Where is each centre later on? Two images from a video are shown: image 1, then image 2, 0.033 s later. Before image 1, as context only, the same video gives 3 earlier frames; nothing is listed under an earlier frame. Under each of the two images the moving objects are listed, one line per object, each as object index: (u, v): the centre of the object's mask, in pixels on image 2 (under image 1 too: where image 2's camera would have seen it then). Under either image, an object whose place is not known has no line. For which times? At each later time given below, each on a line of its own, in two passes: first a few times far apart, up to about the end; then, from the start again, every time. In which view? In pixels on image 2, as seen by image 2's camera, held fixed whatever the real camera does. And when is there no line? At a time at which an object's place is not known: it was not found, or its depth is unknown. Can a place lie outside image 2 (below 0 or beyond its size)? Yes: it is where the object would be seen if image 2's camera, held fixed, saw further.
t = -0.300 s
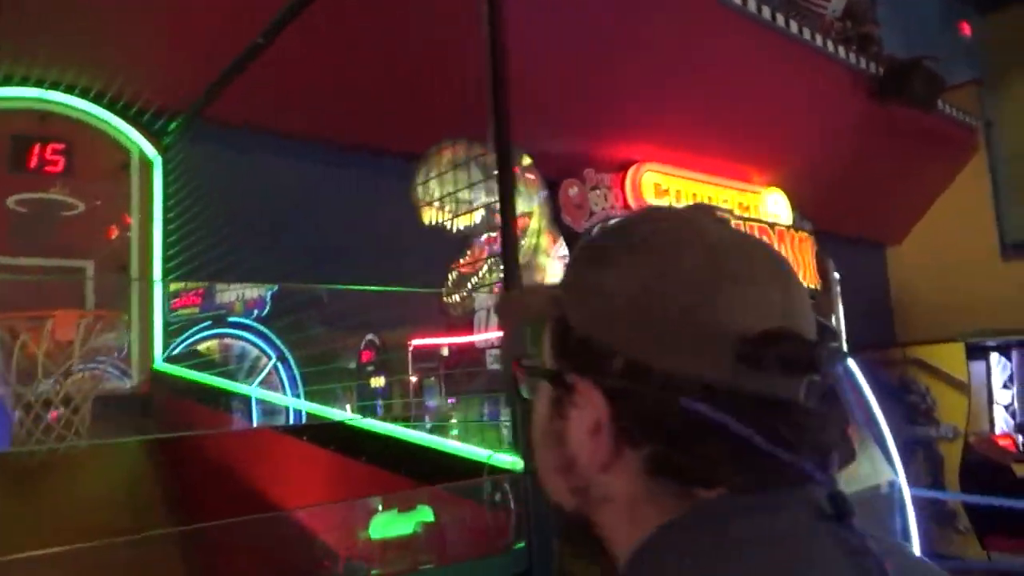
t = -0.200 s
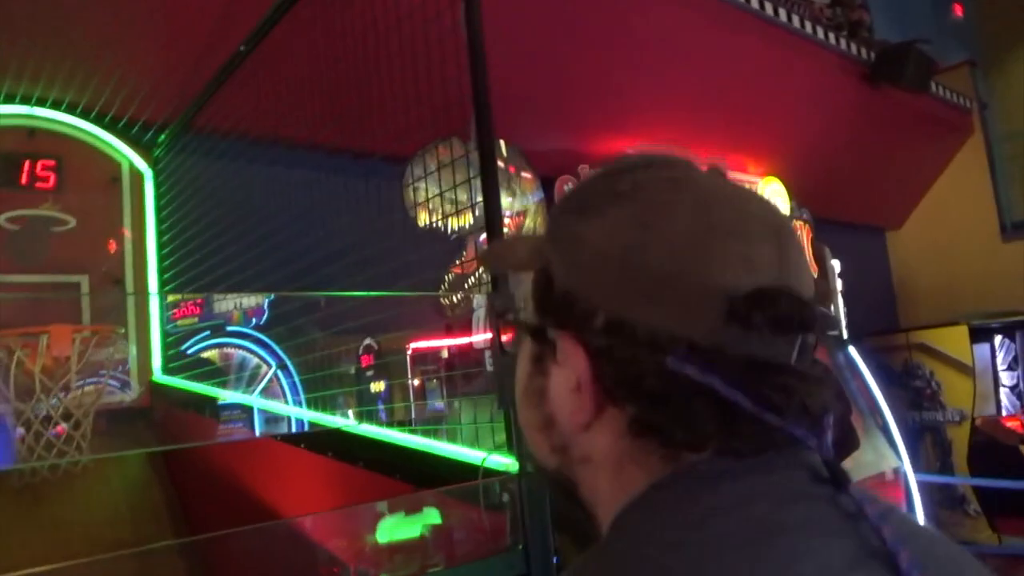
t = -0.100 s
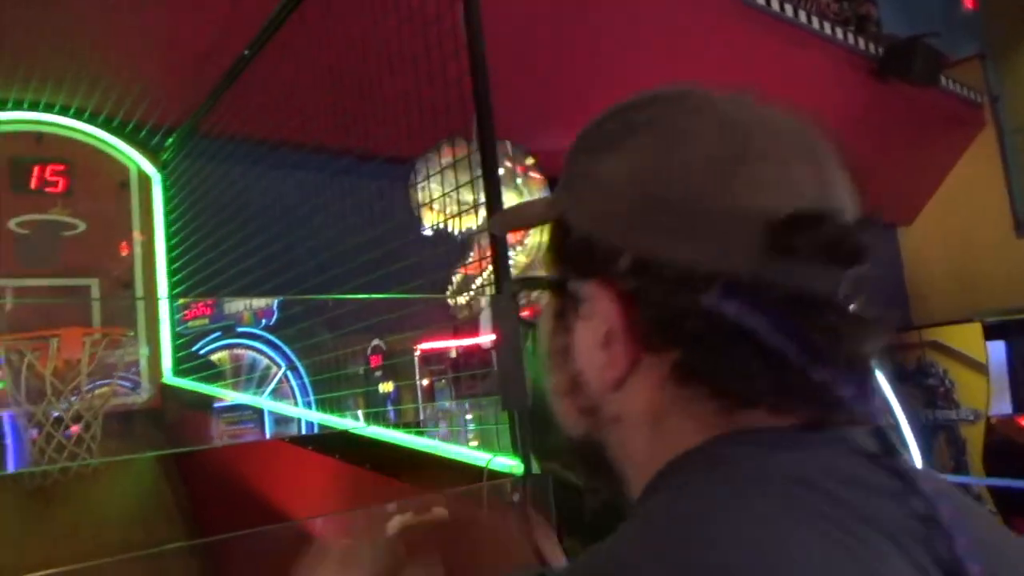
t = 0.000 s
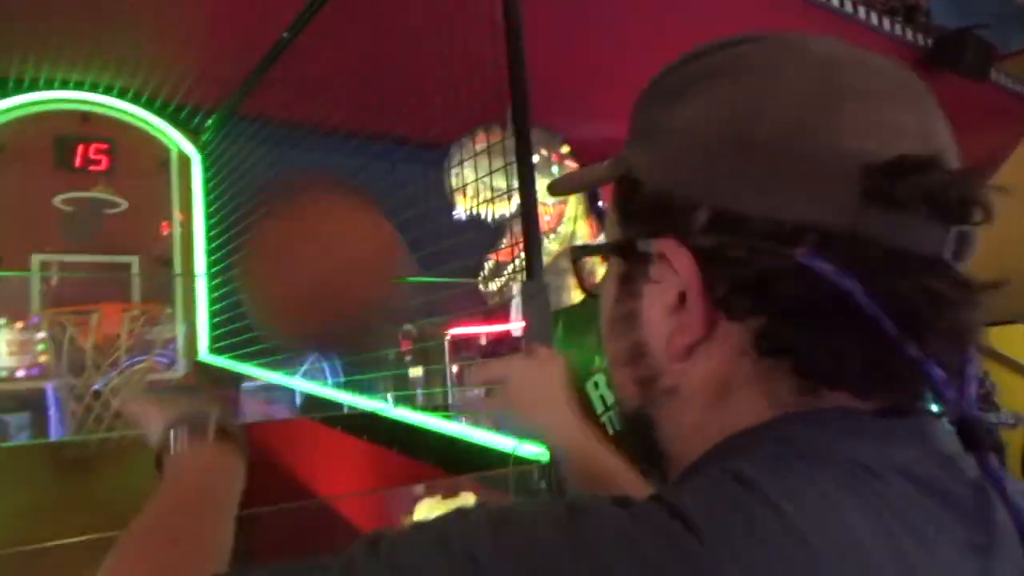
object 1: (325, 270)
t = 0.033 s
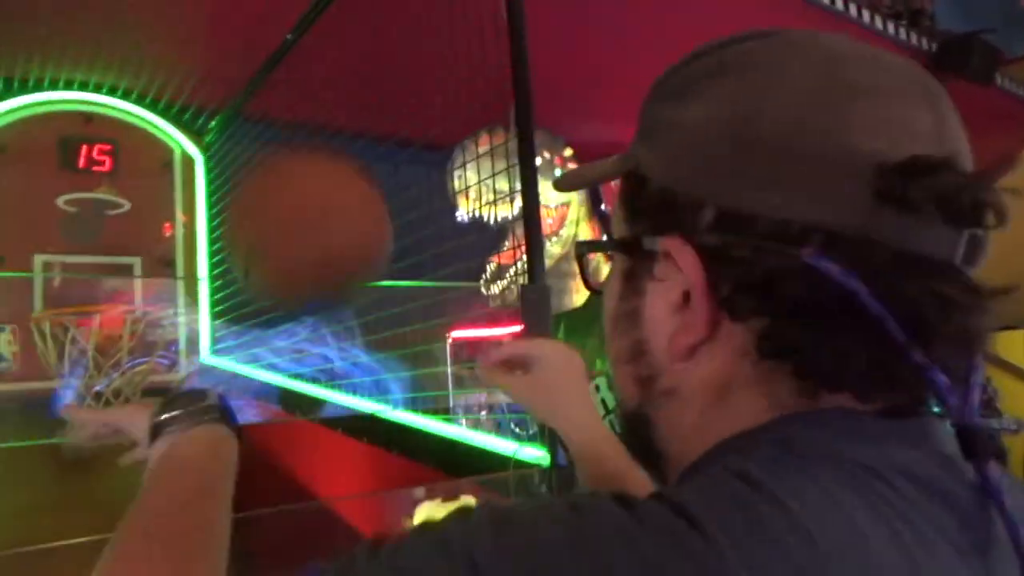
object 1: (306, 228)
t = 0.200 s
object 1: (267, 115)
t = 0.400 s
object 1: (225, 191)
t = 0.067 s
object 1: (297, 194)
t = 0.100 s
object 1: (290, 161)
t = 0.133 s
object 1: (283, 138)
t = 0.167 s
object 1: (275, 122)
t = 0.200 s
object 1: (267, 115)
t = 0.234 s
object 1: (259, 115)
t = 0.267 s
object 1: (252, 122)
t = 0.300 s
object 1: (244, 136)
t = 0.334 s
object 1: (238, 160)
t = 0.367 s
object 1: (230, 191)
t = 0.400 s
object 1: (225, 191)
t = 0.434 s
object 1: (220, 163)
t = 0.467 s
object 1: (216, 145)
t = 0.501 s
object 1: (212, 133)
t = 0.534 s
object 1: (210, 131)
